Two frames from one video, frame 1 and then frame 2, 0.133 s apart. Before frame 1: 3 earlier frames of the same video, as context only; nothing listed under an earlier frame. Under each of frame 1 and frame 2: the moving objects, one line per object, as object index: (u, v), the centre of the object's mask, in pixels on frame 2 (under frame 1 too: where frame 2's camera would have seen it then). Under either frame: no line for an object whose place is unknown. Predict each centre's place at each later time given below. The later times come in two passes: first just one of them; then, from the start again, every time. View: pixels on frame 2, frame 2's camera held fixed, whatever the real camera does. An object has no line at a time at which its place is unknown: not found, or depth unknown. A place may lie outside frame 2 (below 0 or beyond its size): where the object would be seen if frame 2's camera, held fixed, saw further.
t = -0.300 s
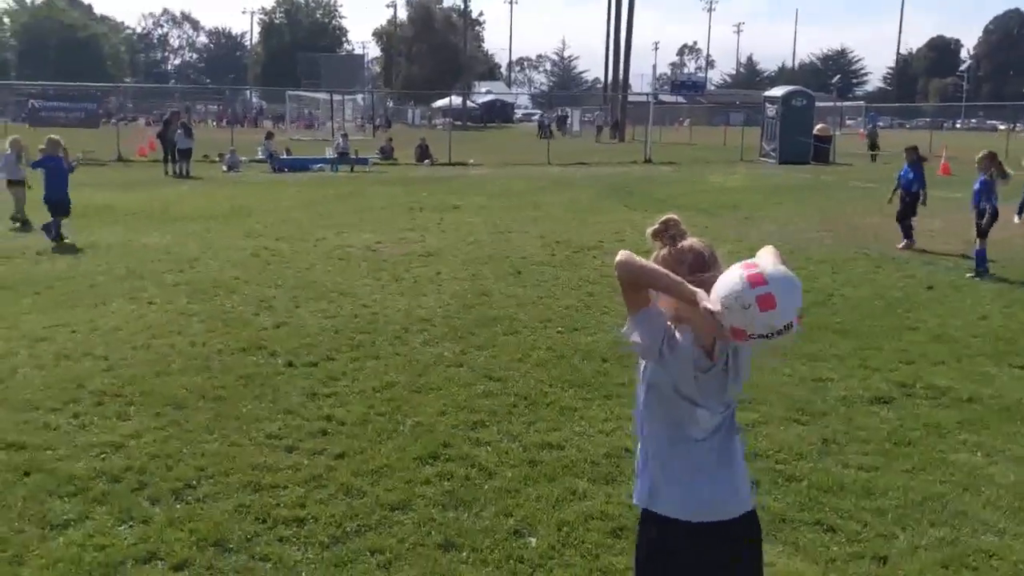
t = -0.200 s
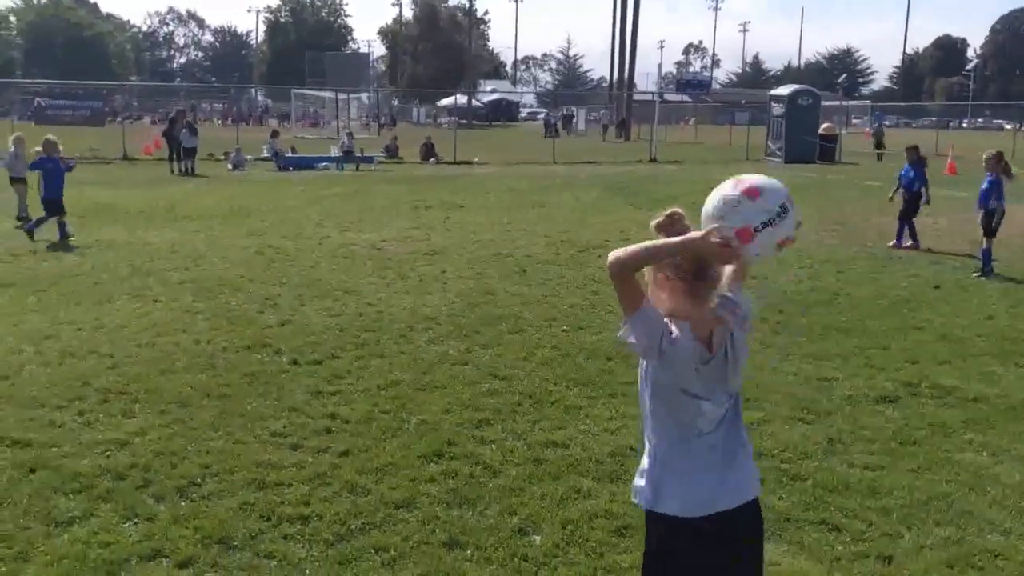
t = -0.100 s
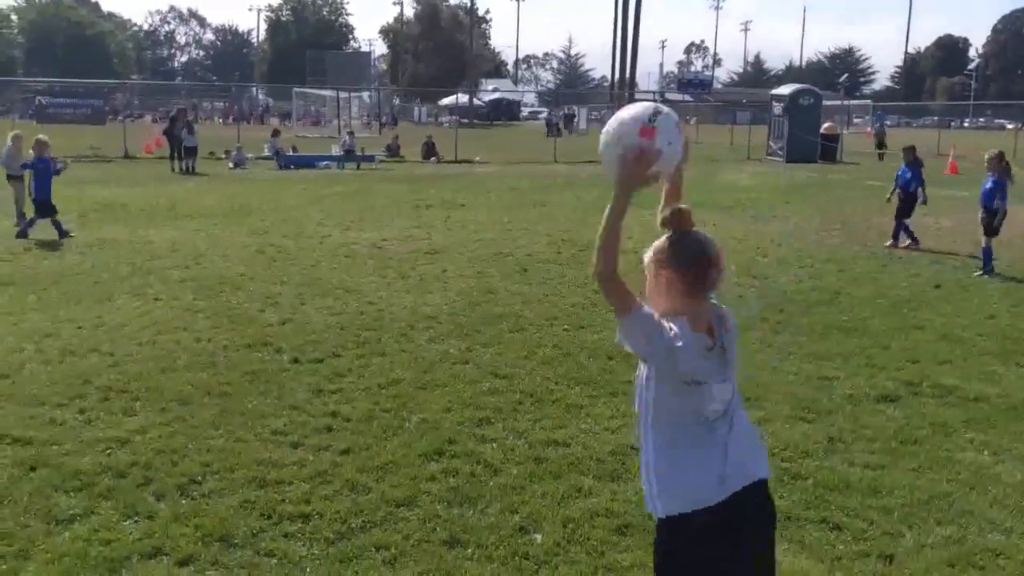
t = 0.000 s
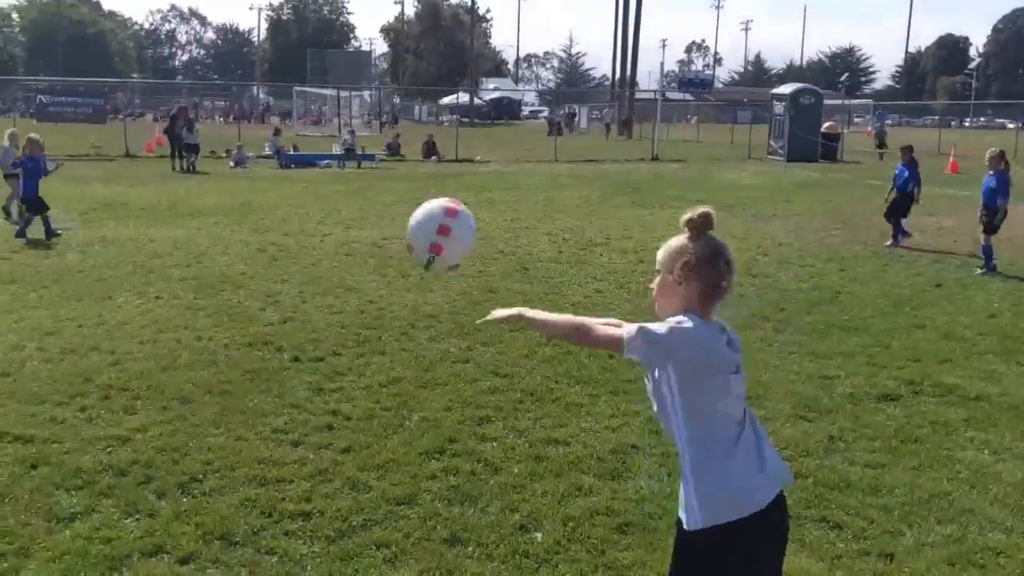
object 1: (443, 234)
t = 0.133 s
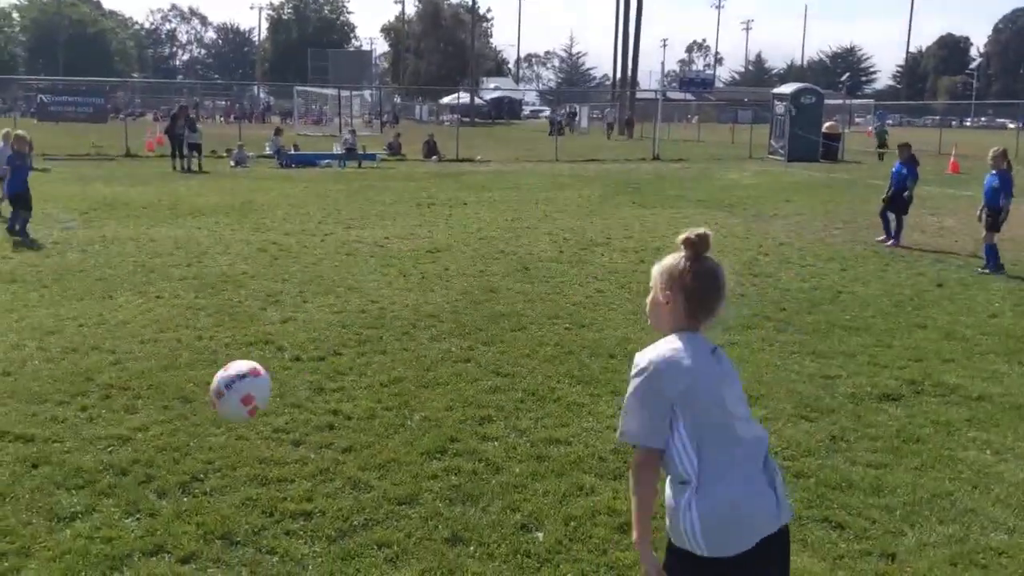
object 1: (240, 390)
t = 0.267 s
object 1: (121, 462)
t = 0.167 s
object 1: (200, 430)
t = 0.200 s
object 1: (163, 469)
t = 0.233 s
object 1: (131, 503)
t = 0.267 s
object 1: (121, 462)
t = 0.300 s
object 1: (110, 426)
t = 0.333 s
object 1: (101, 390)
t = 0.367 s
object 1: (92, 359)
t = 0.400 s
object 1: (83, 333)
